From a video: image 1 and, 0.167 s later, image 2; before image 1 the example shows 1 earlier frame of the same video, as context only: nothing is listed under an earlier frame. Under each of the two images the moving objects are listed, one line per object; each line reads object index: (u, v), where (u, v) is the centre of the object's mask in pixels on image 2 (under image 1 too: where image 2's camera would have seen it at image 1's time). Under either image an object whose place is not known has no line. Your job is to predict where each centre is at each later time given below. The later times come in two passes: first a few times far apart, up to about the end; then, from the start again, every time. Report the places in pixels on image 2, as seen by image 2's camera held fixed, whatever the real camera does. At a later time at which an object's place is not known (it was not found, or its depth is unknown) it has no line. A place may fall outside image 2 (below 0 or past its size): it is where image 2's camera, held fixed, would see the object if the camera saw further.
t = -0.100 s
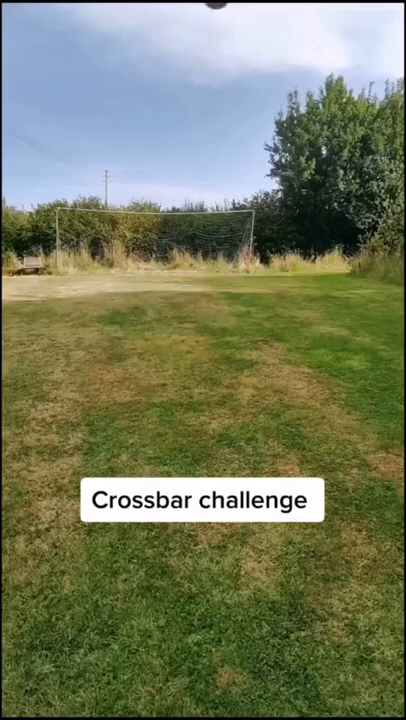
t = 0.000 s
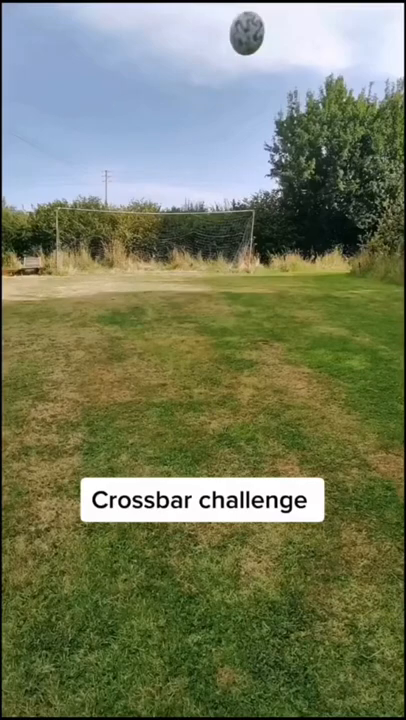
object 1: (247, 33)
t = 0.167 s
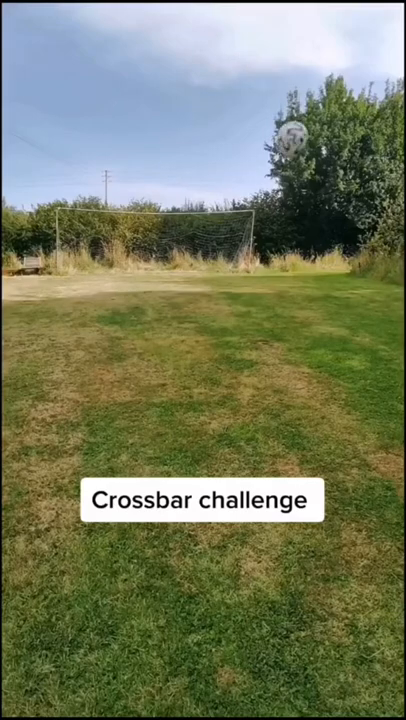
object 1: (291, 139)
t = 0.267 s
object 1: (313, 213)
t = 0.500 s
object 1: (352, 394)
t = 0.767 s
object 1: (338, 271)
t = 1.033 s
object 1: (309, 232)
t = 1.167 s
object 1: (291, 251)
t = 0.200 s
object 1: (299, 162)
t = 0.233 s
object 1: (306, 188)
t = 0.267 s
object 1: (313, 213)
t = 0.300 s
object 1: (320, 239)
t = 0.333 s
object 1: (327, 263)
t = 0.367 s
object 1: (333, 291)
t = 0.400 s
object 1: (339, 318)
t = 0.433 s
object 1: (344, 344)
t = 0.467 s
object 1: (349, 371)
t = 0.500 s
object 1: (352, 394)
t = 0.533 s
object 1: (351, 375)
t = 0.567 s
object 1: (350, 358)
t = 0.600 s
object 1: (348, 341)
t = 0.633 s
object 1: (347, 325)
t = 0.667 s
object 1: (345, 309)
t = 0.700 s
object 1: (342, 296)
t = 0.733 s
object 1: (340, 283)
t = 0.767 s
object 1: (338, 271)
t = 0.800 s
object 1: (335, 261)
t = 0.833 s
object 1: (331, 253)
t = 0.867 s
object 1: (328, 245)
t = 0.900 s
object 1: (324, 240)
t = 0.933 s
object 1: (321, 236)
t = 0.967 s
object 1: (317, 233)
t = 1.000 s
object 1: (313, 232)
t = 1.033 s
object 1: (309, 232)
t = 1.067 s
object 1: (305, 234)
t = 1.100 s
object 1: (300, 239)
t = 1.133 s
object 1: (296, 244)
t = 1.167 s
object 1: (291, 251)
